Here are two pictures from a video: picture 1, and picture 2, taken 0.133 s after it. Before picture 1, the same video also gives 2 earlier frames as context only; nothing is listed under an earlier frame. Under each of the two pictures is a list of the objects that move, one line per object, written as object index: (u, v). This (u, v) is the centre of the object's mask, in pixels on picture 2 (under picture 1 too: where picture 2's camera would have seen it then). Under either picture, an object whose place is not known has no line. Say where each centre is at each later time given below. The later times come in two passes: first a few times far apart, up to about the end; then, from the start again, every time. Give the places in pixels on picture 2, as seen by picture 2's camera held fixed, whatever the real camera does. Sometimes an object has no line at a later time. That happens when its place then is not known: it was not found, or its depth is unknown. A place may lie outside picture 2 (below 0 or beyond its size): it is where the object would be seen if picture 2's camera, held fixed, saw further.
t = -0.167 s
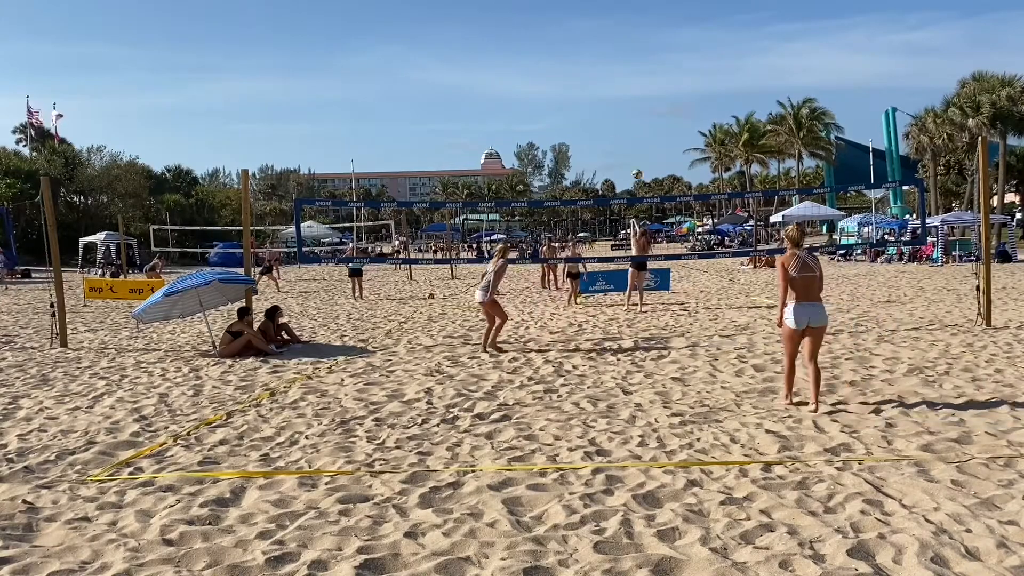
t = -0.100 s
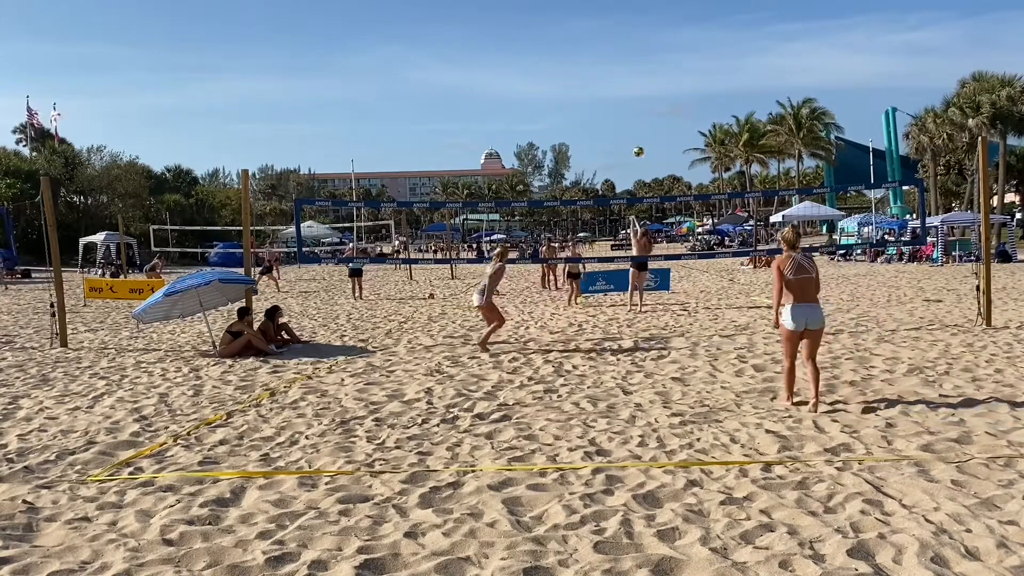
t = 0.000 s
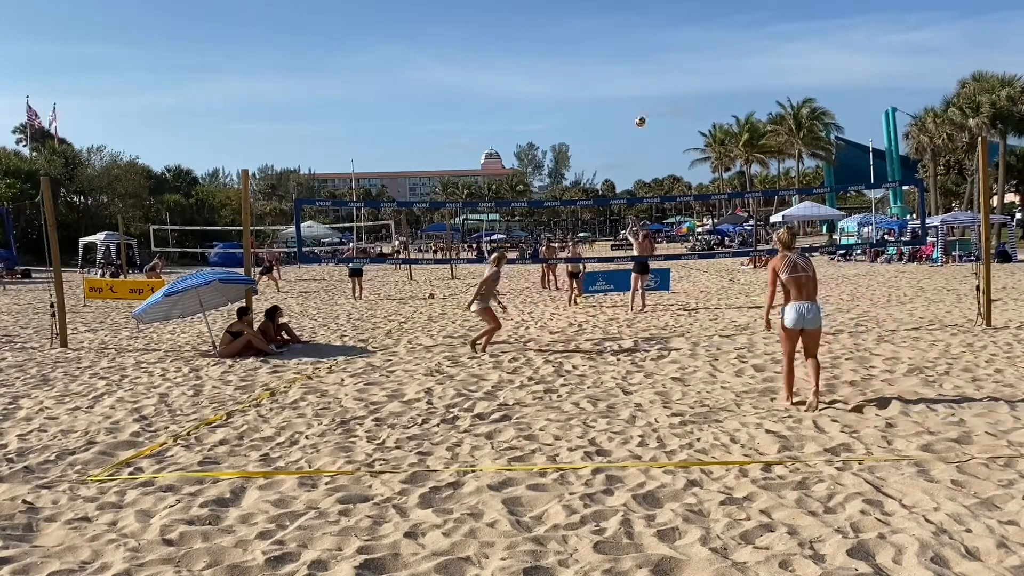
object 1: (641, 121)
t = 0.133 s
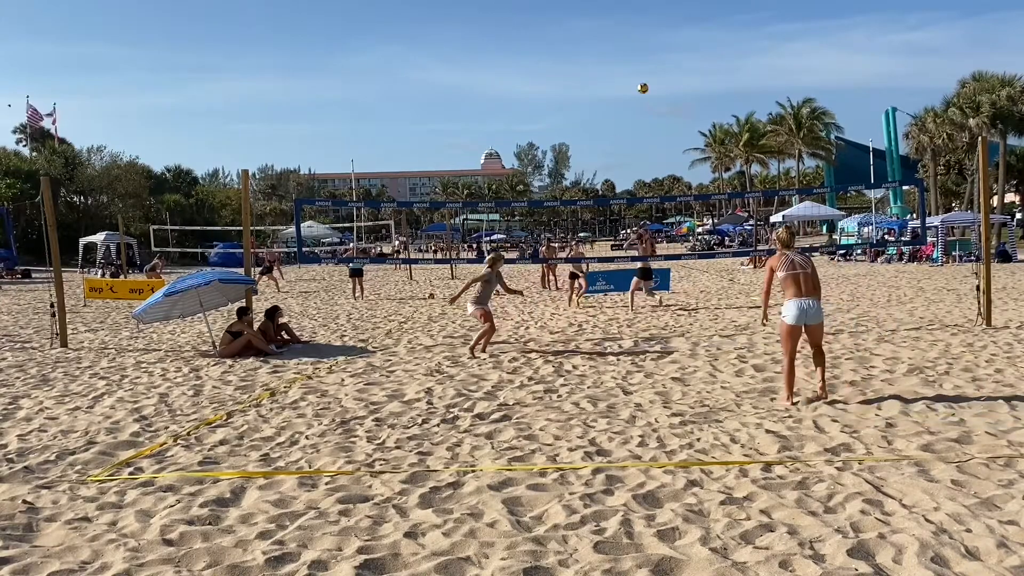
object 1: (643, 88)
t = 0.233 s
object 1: (645, 69)
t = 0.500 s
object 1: (650, 41)
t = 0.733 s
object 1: (656, 44)
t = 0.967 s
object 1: (662, 74)
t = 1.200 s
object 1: (668, 132)
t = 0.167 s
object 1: (643, 81)
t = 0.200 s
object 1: (644, 75)
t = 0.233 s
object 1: (645, 69)
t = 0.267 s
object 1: (645, 64)
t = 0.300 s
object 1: (646, 59)
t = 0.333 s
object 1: (647, 54)
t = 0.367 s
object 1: (647, 51)
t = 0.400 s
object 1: (648, 48)
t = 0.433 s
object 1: (649, 45)
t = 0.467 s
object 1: (650, 42)
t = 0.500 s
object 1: (650, 41)
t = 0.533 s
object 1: (651, 40)
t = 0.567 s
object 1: (652, 39)
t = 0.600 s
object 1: (653, 39)
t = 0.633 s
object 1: (653, 39)
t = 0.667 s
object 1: (654, 40)
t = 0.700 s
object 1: (655, 42)
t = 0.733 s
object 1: (656, 44)
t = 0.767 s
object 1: (657, 47)
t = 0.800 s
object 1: (657, 49)
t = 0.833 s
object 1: (658, 53)
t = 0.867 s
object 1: (659, 58)
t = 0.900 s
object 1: (660, 63)
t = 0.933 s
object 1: (661, 69)
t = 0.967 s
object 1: (662, 74)
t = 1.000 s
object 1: (663, 81)
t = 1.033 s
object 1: (664, 89)
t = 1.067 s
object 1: (665, 96)
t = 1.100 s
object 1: (665, 104)
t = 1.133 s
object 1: (667, 113)
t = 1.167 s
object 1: (667, 122)
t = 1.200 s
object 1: (668, 132)
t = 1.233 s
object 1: (669, 142)
